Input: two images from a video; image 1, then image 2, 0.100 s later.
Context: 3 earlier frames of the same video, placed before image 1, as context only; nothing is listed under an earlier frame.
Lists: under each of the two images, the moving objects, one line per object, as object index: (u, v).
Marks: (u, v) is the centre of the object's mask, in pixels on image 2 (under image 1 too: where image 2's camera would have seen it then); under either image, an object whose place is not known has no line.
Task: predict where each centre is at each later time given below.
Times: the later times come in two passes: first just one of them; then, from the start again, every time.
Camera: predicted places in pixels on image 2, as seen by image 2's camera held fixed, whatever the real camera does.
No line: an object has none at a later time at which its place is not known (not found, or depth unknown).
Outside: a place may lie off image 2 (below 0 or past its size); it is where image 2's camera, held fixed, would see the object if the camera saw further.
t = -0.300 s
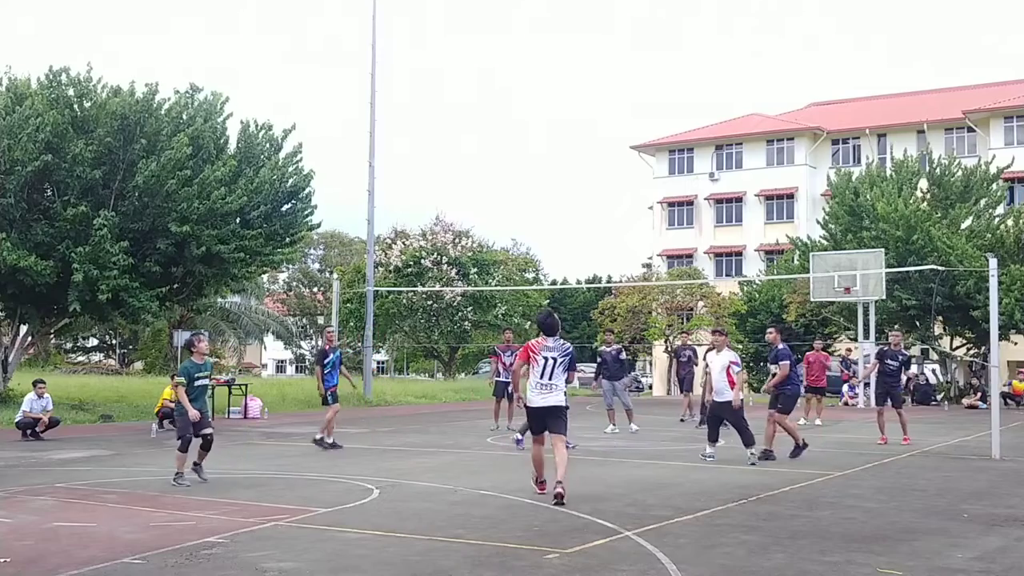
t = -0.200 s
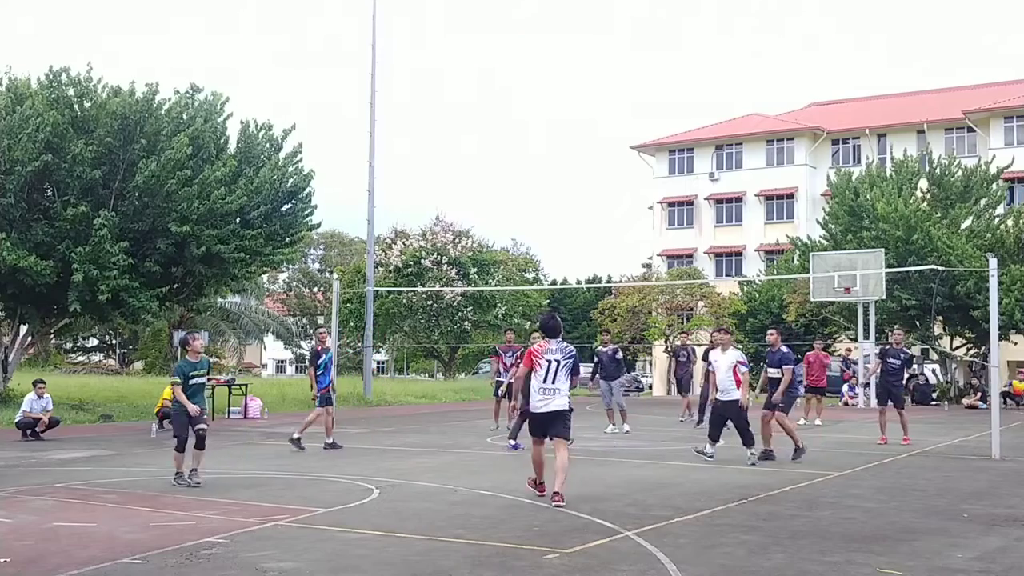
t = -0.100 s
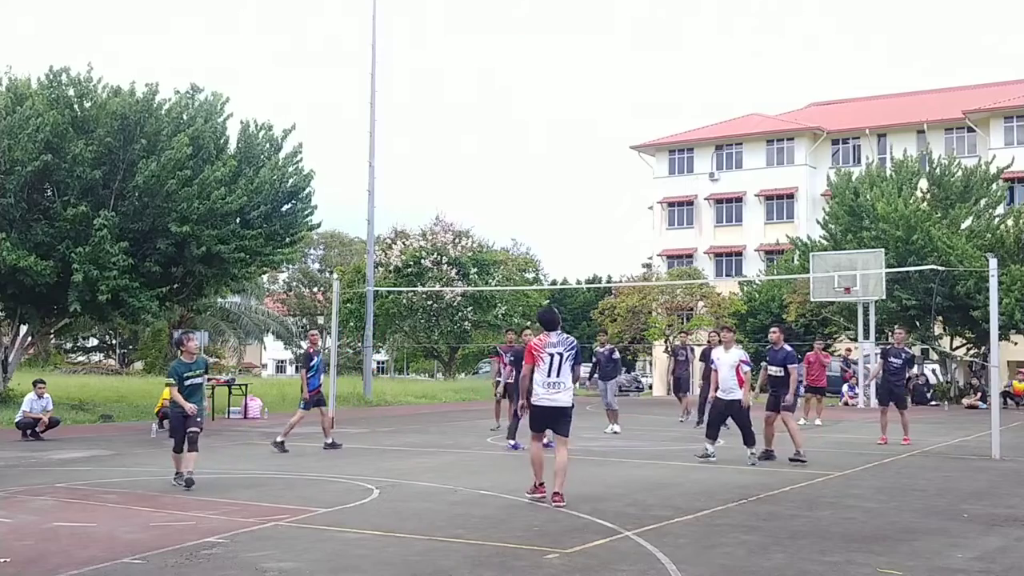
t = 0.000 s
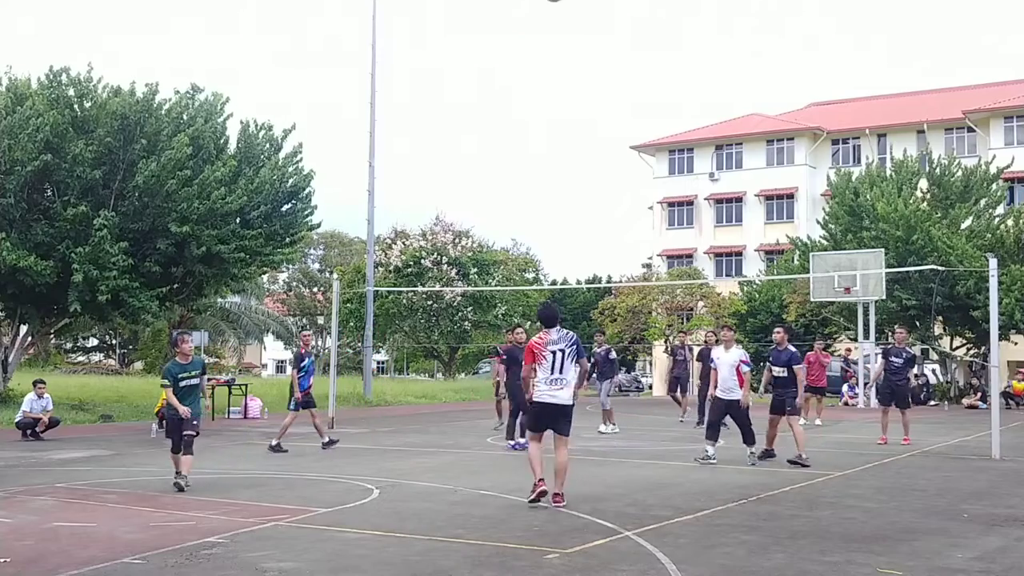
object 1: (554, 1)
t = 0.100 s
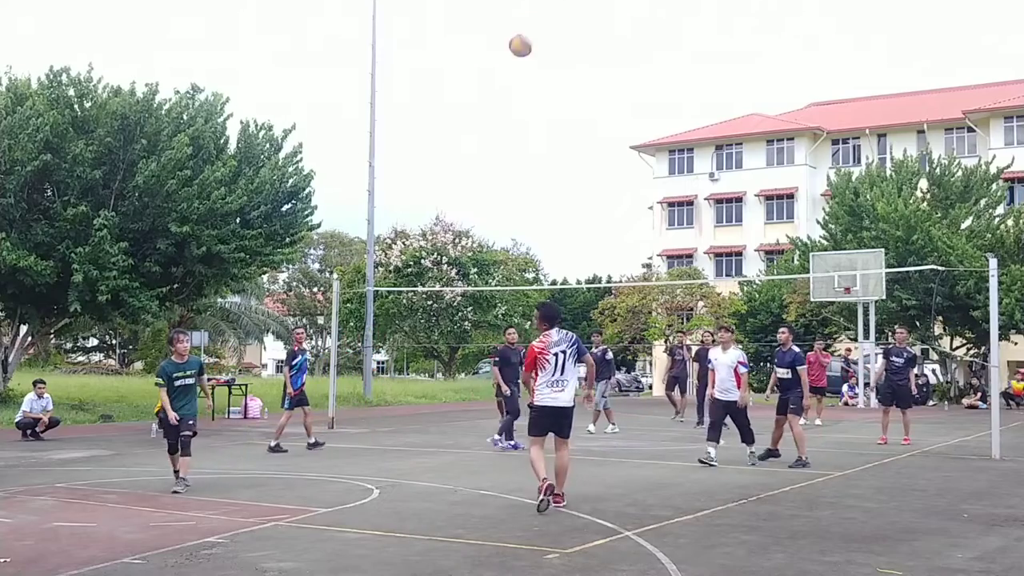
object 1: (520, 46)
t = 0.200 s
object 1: (485, 118)
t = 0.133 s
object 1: (509, 68)
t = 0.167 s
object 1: (497, 92)
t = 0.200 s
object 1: (485, 118)
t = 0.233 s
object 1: (473, 147)
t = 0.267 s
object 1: (460, 178)
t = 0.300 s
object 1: (447, 212)
